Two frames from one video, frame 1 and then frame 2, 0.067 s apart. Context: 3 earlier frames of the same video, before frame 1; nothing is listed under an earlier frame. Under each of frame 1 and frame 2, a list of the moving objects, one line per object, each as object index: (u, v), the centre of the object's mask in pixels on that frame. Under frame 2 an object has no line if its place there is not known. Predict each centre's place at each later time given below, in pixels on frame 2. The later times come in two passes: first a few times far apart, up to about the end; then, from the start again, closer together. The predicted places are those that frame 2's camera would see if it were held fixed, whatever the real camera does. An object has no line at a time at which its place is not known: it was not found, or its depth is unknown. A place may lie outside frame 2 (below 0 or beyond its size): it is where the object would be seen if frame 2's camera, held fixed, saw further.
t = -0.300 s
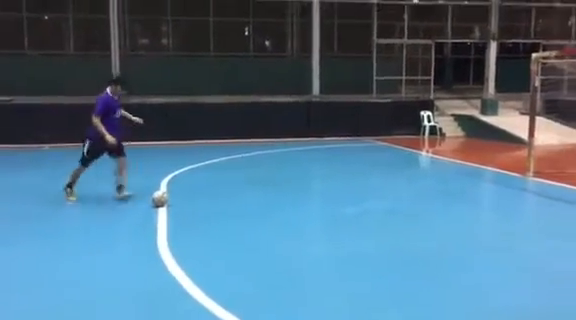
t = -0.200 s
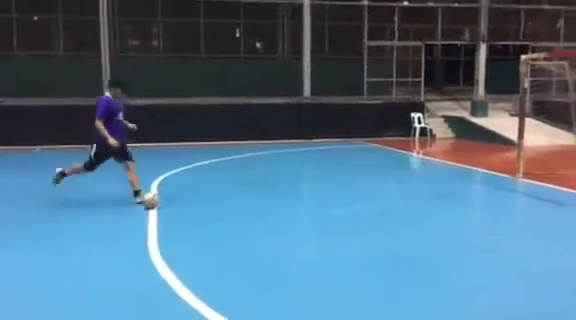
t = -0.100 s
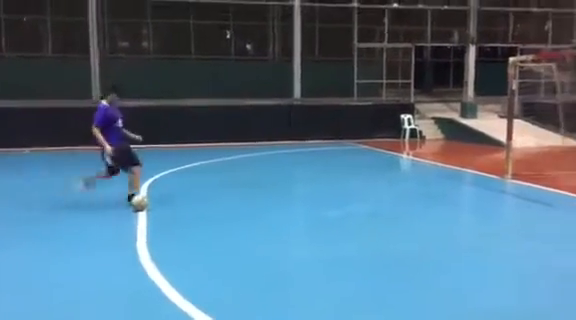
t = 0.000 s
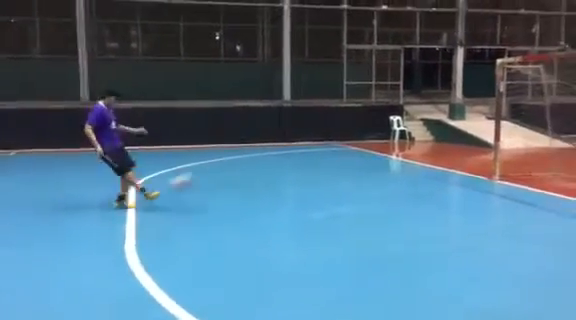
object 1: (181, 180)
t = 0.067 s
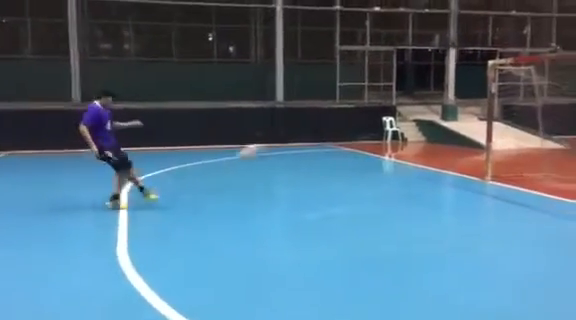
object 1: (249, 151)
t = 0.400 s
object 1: (557, 61)
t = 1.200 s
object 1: (553, 51)
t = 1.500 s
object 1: (533, 77)
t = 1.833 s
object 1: (508, 195)
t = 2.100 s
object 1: (499, 160)
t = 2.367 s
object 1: (489, 156)
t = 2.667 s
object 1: (470, 219)
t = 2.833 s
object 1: (463, 201)
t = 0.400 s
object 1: (557, 61)
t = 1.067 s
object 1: (561, 60)
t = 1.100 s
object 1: (559, 58)
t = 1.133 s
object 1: (557, 54)
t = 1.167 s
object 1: (555, 53)
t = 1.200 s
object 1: (553, 51)
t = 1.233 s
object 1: (551, 51)
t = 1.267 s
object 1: (549, 51)
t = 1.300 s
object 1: (547, 51)
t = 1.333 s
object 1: (545, 53)
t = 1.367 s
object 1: (542, 56)
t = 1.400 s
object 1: (540, 59)
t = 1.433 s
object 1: (538, 64)
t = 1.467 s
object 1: (535, 70)
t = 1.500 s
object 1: (533, 77)
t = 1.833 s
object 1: (508, 195)
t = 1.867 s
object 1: (504, 206)
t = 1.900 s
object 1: (504, 196)
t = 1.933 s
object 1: (503, 188)
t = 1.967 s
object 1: (501, 180)
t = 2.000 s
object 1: (500, 173)
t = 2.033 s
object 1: (499, 167)
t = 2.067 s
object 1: (498, 163)
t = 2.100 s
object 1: (499, 160)
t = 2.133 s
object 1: (497, 159)
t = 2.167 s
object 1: (497, 158)
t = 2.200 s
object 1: (495, 158)
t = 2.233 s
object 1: (495, 157)
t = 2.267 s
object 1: (494, 157)
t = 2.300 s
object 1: (491, 156)
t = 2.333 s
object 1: (490, 156)
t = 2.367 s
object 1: (489, 156)
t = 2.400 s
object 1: (486, 161)
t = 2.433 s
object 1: (484, 166)
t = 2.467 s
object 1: (482, 170)
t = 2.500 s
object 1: (480, 178)
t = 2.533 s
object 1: (479, 186)
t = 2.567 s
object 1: (475, 194)
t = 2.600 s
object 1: (473, 206)
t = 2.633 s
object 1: (471, 218)
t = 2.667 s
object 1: (470, 219)
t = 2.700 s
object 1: (468, 212)
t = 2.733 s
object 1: (467, 208)
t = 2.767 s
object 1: (466, 206)
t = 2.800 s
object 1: (465, 203)
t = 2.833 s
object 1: (463, 201)
